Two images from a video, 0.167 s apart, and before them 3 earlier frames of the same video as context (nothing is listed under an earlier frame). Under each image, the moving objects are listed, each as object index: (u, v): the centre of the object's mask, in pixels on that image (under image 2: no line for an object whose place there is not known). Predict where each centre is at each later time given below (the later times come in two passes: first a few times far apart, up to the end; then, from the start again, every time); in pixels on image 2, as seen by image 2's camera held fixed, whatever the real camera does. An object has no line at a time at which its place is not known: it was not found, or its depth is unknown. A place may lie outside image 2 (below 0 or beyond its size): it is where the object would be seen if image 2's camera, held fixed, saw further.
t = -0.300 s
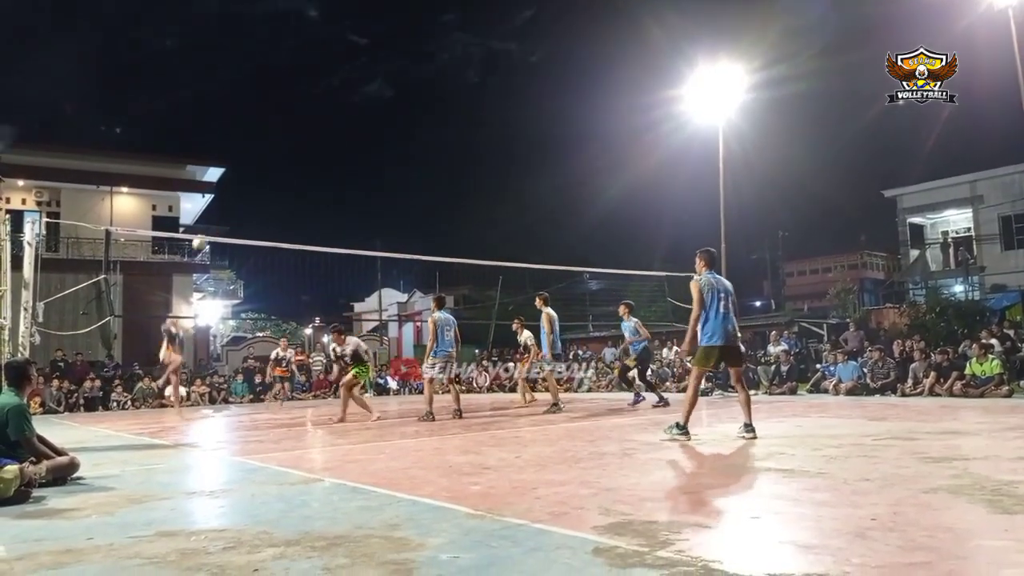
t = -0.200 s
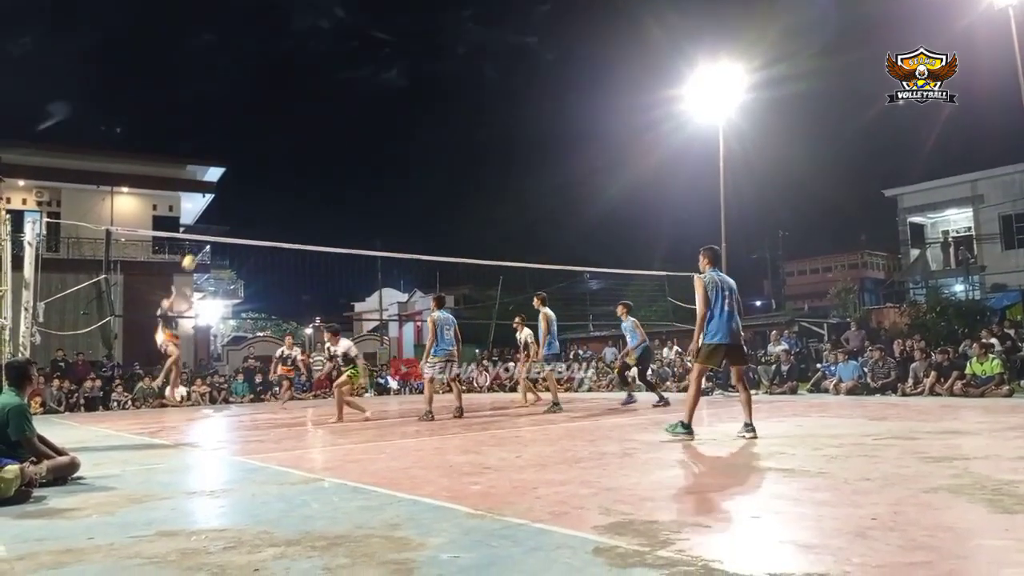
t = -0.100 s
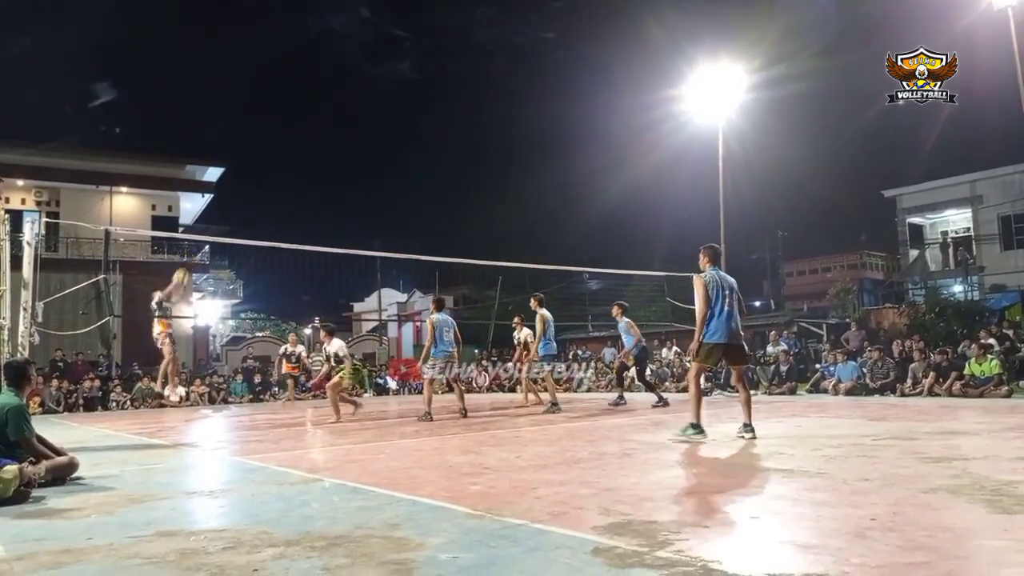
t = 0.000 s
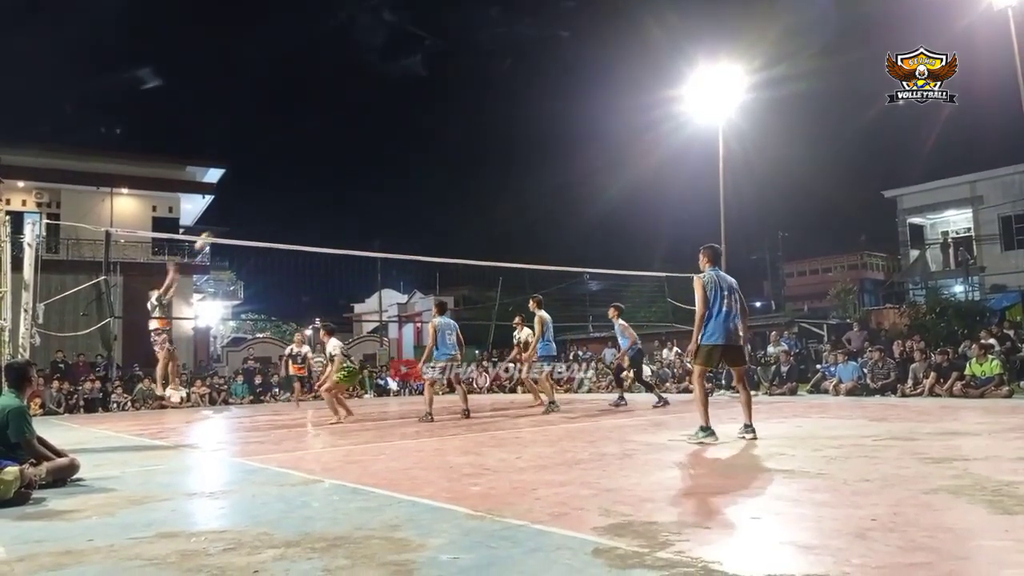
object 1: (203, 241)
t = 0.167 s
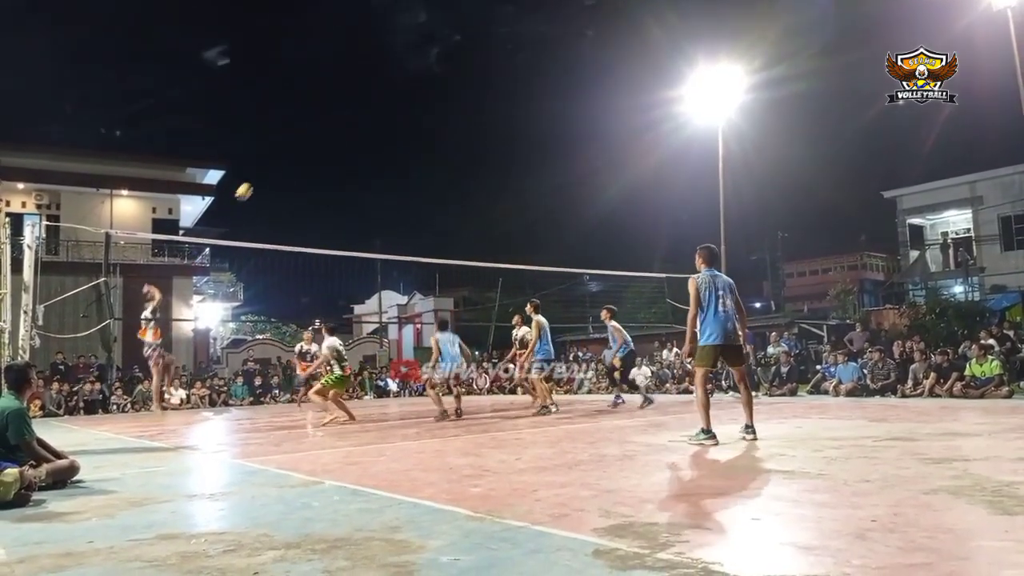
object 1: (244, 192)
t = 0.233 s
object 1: (259, 176)
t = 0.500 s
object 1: (321, 142)
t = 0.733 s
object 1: (373, 146)
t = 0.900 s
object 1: (410, 168)
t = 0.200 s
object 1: (251, 184)
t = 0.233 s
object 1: (259, 176)
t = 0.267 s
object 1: (267, 170)
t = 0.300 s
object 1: (275, 164)
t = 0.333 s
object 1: (282, 158)
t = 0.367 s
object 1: (290, 154)
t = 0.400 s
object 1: (298, 150)
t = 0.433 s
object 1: (306, 147)
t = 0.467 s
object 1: (313, 144)
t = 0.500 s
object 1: (321, 142)
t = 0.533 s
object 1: (329, 141)
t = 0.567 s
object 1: (336, 140)
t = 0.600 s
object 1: (344, 140)
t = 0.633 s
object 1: (351, 141)
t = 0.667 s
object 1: (358, 142)
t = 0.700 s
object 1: (366, 143)
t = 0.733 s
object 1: (373, 146)
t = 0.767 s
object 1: (381, 149)
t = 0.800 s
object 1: (388, 153)
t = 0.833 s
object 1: (396, 157)
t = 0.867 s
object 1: (403, 163)
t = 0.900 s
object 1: (410, 168)
